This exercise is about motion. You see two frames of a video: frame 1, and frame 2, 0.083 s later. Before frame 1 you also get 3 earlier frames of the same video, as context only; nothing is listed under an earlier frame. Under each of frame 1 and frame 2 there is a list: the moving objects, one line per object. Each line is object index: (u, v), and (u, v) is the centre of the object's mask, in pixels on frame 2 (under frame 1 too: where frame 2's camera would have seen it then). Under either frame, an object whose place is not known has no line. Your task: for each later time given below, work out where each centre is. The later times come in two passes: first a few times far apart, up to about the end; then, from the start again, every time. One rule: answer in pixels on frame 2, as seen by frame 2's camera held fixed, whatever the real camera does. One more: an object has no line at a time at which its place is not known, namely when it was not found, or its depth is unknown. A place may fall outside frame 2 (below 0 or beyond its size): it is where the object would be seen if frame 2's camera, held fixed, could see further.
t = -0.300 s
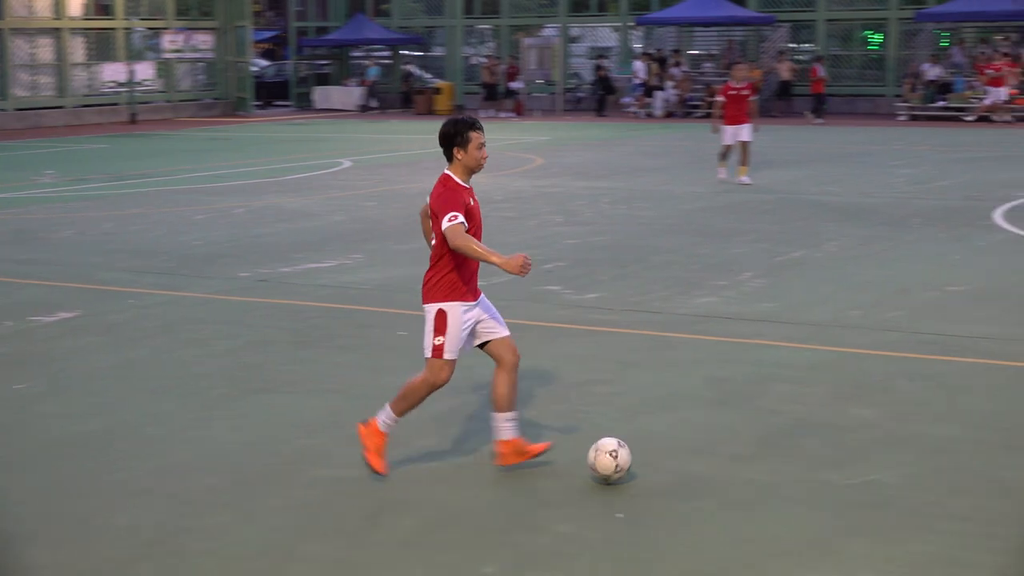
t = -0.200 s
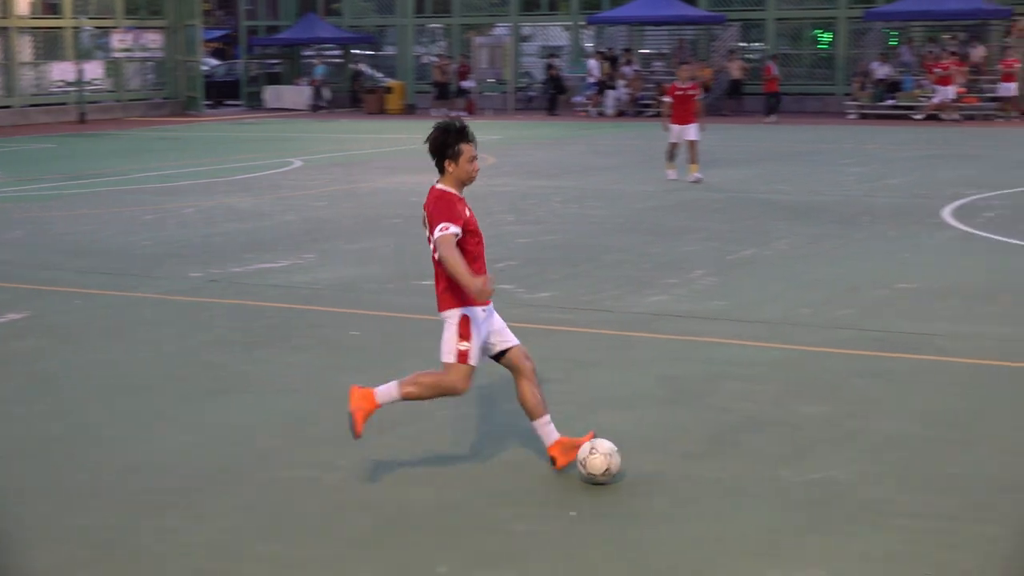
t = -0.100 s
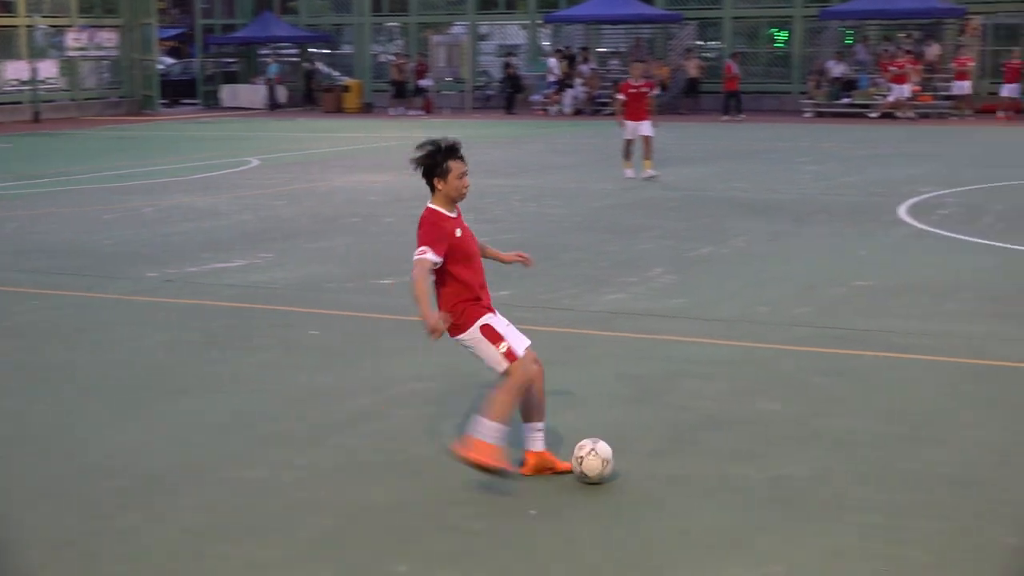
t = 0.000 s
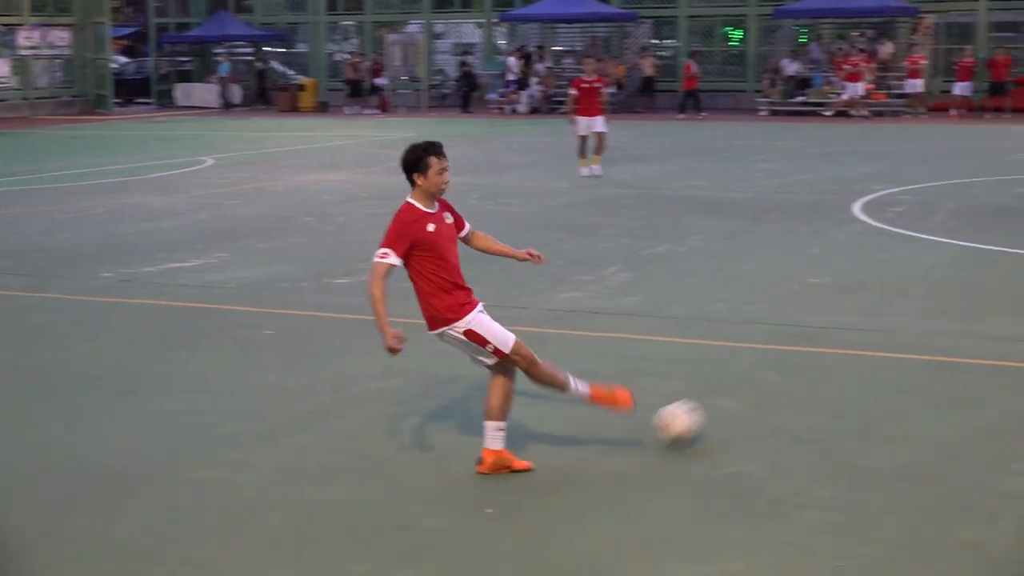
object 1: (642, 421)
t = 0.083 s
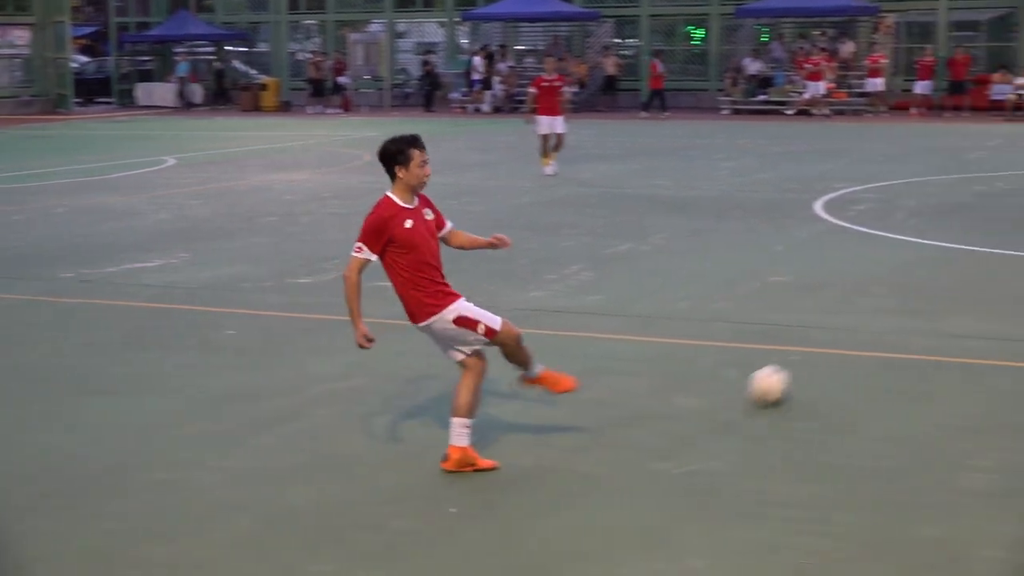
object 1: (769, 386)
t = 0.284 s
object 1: (973, 325)
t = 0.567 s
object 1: (1150, 277)
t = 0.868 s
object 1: (1285, 242)
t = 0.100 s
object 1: (790, 378)
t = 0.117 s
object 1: (811, 372)
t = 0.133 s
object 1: (830, 366)
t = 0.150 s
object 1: (847, 360)
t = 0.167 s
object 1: (865, 354)
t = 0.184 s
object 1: (883, 348)
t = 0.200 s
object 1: (899, 344)
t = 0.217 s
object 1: (916, 340)
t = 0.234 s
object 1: (932, 337)
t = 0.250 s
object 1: (946, 334)
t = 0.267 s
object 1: (959, 328)
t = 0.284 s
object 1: (973, 325)
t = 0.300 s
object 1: (985, 322)
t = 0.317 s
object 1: (998, 320)
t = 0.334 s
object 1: (1011, 317)
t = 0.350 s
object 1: (1023, 314)
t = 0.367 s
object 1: (1035, 311)
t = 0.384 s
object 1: (1045, 307)
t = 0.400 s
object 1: (1056, 303)
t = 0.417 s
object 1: (1066, 300)
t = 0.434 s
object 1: (1076, 298)
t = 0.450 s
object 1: (1086, 296)
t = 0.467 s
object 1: (1096, 294)
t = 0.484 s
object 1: (1106, 291)
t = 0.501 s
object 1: (1115, 288)
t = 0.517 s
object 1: (1124, 285)
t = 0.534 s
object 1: (1133, 281)
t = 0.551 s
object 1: (1141, 279)
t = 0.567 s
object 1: (1150, 277)
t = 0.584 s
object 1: (1159, 276)
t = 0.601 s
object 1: (1166, 274)
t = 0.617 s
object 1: (1175, 271)
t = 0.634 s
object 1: (1183, 270)
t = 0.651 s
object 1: (1192, 267)
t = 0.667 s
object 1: (1199, 263)
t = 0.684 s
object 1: (1207, 261)
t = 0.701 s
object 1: (1215, 259)
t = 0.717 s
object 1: (1222, 259)
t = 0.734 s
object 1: (1229, 257)
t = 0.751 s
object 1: (1237, 254)
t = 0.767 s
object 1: (1244, 253)
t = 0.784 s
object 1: (1251, 251)
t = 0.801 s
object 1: (1258, 248)
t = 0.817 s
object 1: (1264, 245)
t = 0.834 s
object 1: (1271, 244)
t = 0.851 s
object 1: (1278, 242)
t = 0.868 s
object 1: (1285, 242)
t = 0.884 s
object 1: (1290, 241)
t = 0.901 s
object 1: (1297, 238)
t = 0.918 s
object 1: (1303, 236)
